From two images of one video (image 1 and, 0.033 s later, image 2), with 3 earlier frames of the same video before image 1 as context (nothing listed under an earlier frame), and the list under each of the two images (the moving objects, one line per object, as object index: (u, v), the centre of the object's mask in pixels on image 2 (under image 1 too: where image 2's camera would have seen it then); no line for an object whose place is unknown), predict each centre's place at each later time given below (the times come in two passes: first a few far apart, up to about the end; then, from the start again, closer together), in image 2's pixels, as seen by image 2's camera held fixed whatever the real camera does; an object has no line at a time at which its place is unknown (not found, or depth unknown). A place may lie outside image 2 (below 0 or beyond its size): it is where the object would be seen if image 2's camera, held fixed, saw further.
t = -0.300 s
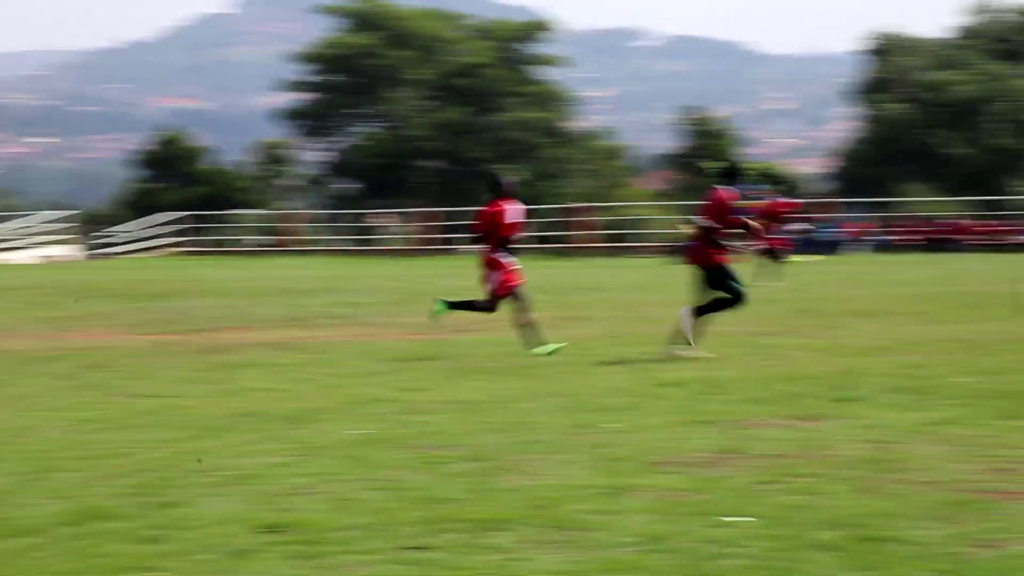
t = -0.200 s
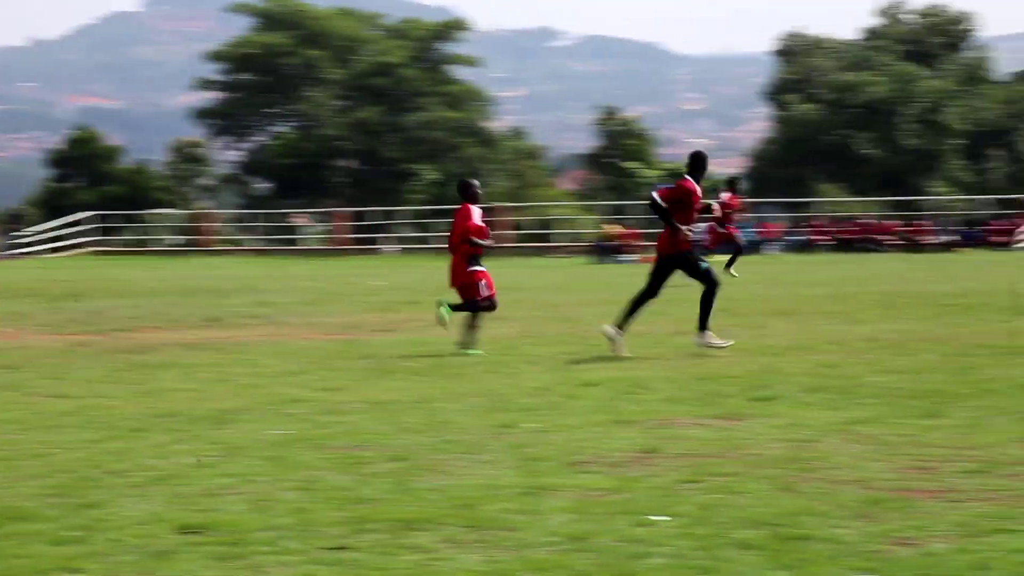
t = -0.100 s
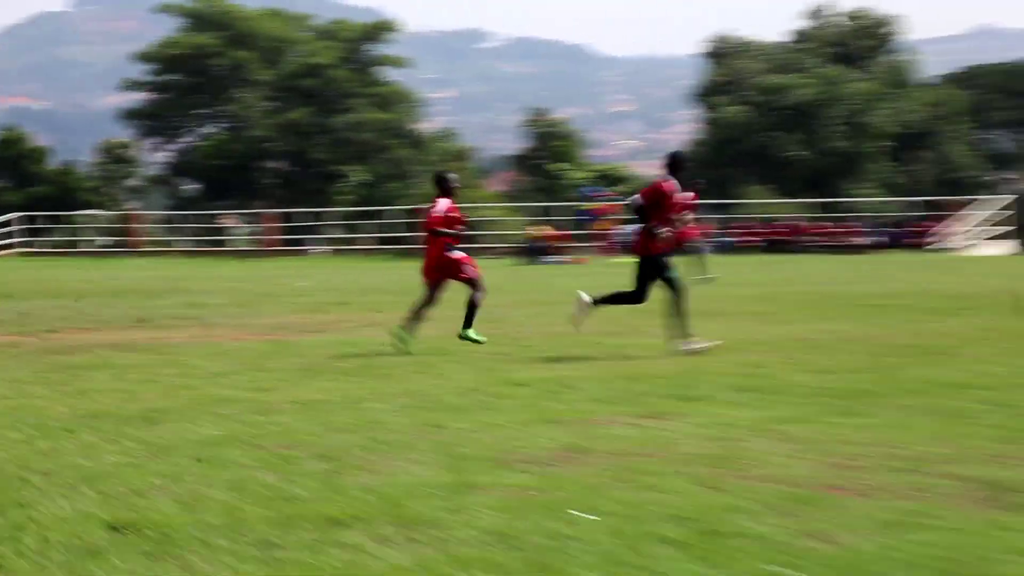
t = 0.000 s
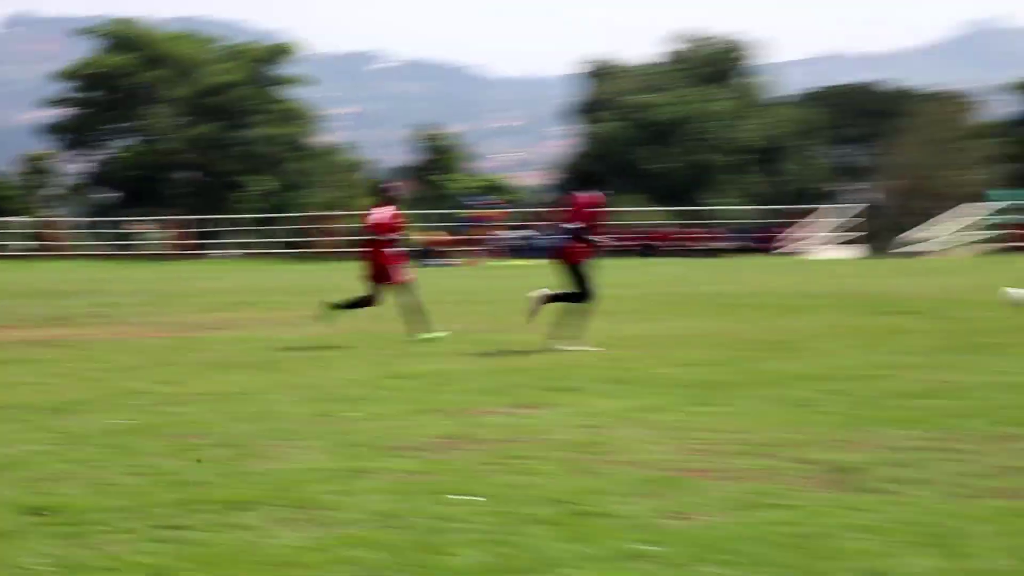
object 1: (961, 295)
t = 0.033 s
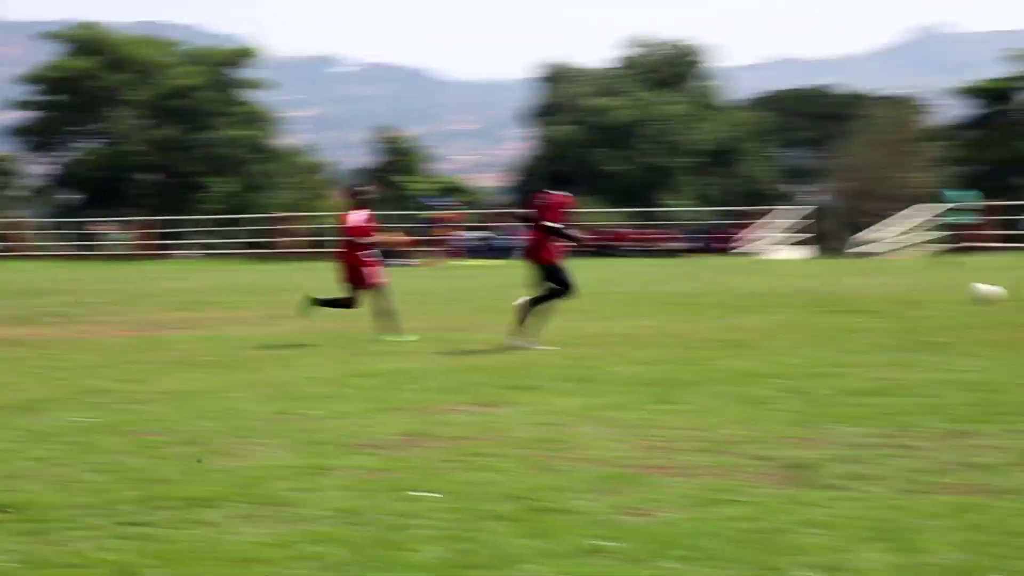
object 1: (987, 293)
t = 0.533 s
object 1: (1230, 275)
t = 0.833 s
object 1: (1358, 268)
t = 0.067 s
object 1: (1004, 291)
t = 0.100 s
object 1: (1024, 291)
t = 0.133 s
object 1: (1044, 289)
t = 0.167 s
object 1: (1063, 290)
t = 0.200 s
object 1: (1082, 291)
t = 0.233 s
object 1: (1102, 290)
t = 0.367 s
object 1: (1159, 280)
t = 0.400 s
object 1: (1173, 280)
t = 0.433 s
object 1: (1189, 280)
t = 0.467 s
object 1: (1204, 279)
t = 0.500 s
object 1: (1218, 277)
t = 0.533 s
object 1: (1230, 275)
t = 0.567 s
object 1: (1245, 275)
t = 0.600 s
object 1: (1259, 275)
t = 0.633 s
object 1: (1274, 274)
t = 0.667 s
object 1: (1288, 272)
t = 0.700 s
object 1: (1302, 271)
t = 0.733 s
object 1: (1316, 270)
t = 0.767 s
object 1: (1329, 270)
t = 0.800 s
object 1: (1343, 270)
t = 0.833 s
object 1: (1358, 268)
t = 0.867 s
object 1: (1371, 266)
